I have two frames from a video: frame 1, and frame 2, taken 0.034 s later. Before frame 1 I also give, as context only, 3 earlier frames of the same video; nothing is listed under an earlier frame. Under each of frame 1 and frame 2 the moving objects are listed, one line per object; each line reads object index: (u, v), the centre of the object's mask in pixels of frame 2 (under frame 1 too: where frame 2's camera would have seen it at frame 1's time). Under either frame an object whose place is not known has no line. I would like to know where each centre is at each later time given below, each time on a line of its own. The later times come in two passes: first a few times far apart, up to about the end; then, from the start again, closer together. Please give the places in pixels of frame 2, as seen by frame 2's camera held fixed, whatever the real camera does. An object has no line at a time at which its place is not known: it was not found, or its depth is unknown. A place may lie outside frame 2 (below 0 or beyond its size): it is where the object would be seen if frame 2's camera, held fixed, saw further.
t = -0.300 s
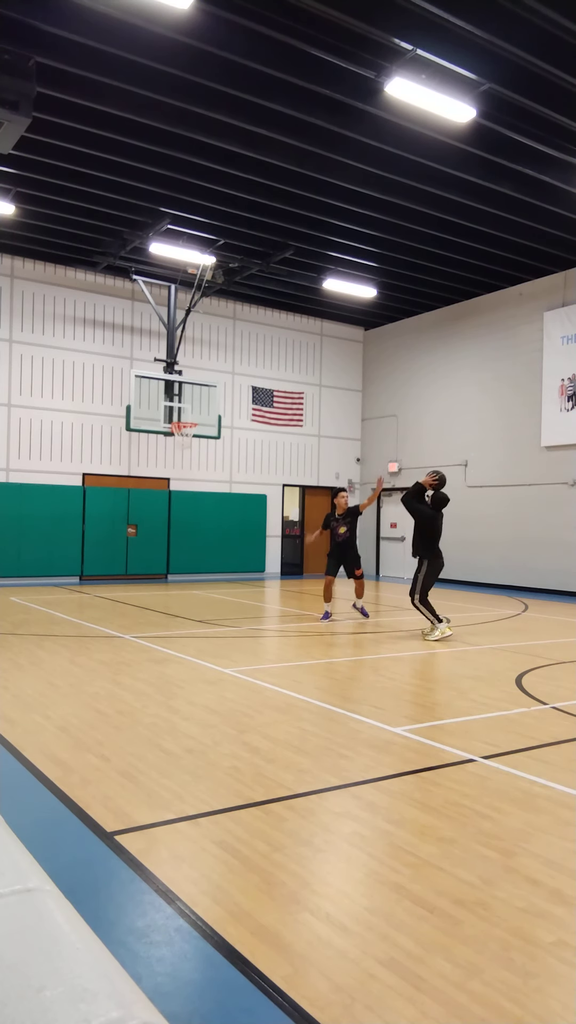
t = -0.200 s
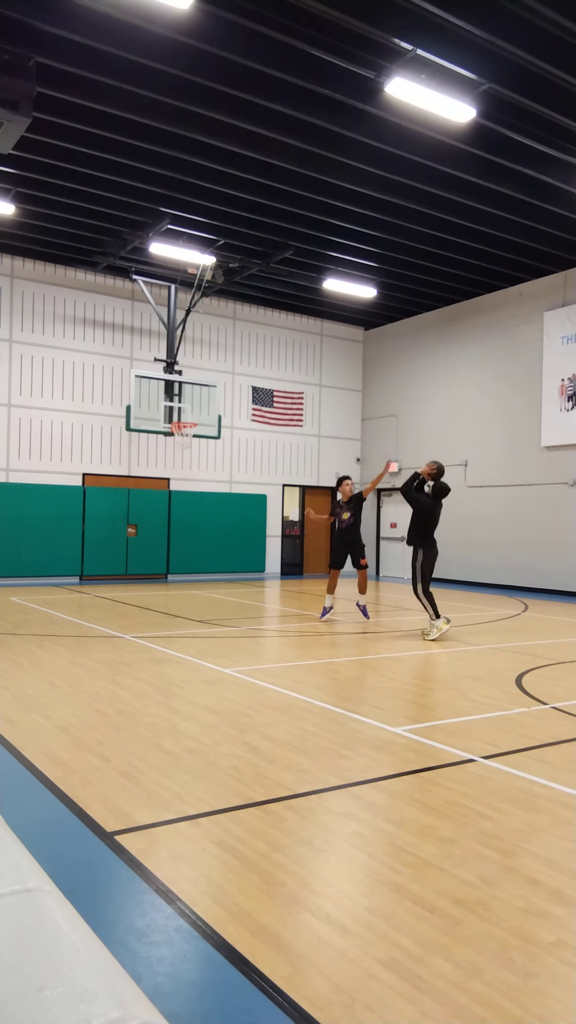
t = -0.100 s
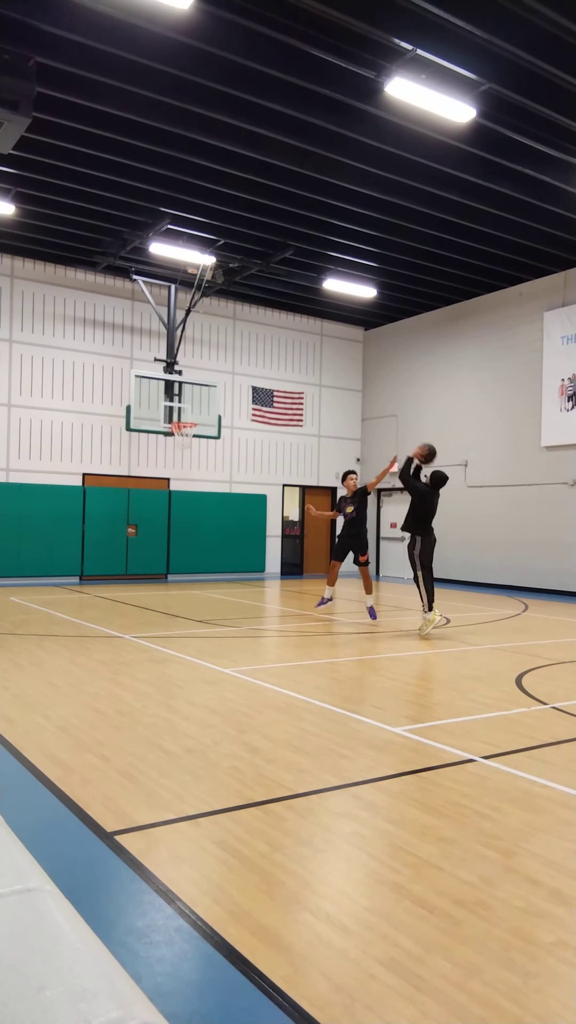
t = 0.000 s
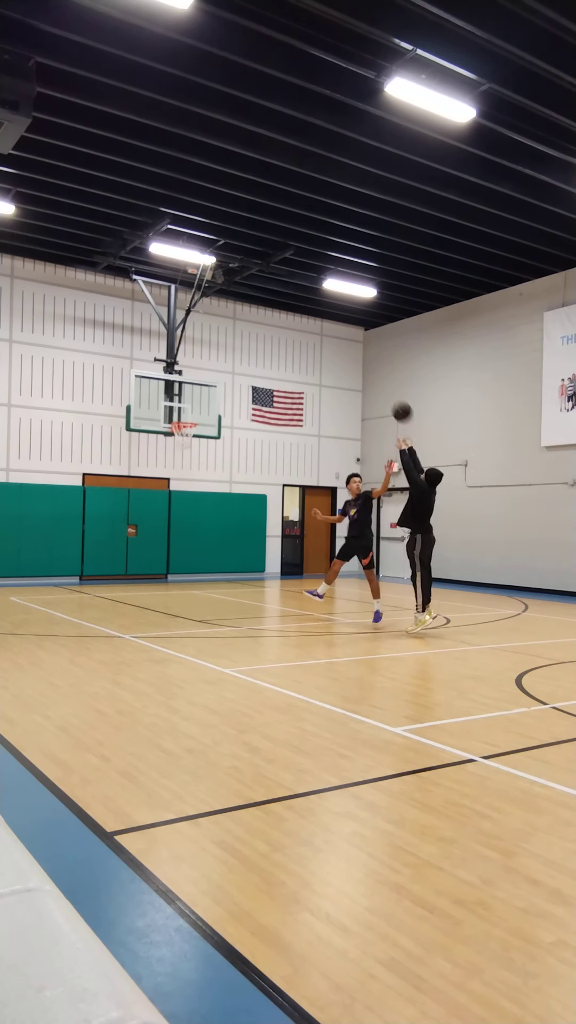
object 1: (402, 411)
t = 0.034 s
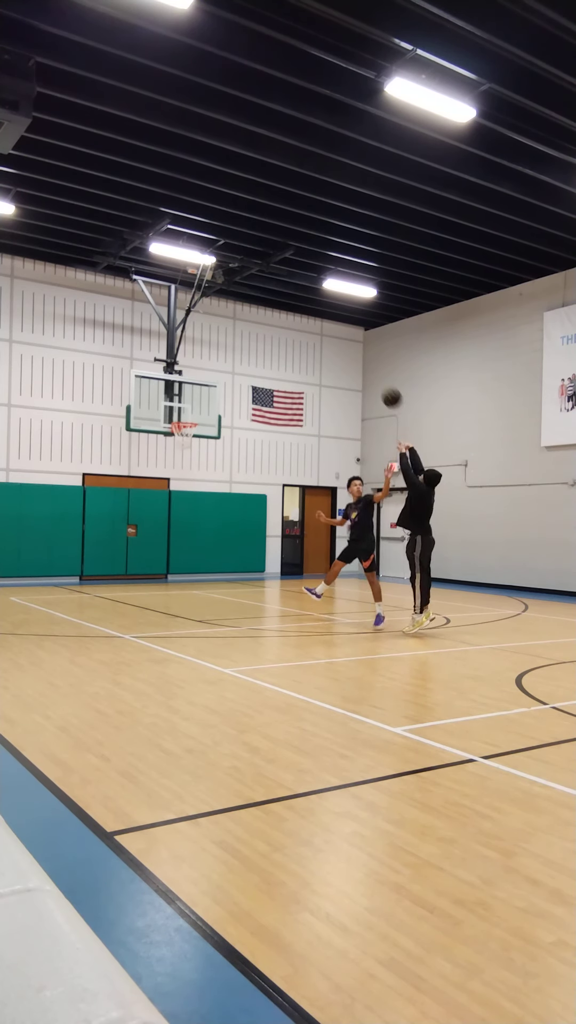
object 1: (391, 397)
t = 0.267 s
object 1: (329, 333)
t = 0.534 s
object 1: (270, 317)
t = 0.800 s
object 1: (224, 345)
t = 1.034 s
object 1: (191, 395)
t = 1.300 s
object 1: (195, 434)
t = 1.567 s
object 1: (192, 438)
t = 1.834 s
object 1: (178, 448)
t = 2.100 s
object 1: (174, 475)
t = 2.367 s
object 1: (169, 539)
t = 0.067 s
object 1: (382, 385)
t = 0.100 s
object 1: (372, 374)
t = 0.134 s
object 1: (363, 364)
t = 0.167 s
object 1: (353, 354)
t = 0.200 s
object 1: (345, 346)
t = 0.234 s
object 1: (337, 339)
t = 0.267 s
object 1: (329, 333)
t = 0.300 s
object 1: (321, 328)
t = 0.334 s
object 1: (313, 324)
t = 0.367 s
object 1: (305, 321)
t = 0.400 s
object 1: (298, 319)
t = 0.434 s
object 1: (291, 317)
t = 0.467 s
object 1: (284, 317)
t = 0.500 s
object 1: (277, 317)
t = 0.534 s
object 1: (270, 317)
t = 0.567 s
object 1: (264, 318)
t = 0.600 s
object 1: (258, 321)
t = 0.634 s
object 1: (252, 323)
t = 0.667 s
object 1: (246, 326)
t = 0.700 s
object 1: (240, 330)
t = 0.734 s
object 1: (235, 334)
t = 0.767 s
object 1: (229, 339)
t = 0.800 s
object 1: (224, 345)
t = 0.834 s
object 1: (219, 350)
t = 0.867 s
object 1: (214, 357)
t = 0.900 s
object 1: (209, 364)
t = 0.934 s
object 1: (205, 371)
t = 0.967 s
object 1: (200, 378)
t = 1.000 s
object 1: (195, 387)
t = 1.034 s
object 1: (191, 395)
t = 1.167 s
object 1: (180, 429)
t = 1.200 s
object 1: (184, 432)
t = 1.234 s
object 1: (188, 434)
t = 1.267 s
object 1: (193, 434)
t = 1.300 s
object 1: (195, 434)
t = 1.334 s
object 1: (197, 433)
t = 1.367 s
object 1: (197, 433)
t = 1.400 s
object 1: (197, 433)
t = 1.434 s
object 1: (197, 433)
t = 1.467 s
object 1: (196, 434)
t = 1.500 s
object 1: (195, 435)
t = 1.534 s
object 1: (194, 436)
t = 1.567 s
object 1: (192, 438)
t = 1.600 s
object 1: (190, 439)
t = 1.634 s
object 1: (188, 440)
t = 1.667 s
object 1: (185, 441)
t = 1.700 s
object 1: (183, 443)
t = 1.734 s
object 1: (181, 444)
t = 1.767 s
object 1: (180, 445)
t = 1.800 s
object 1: (179, 446)
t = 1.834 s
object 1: (178, 448)
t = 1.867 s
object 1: (178, 449)
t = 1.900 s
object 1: (178, 451)
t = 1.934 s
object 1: (177, 453)
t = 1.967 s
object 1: (177, 456)
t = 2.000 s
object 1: (176, 460)
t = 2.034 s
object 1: (176, 465)
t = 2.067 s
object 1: (175, 469)
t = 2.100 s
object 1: (174, 475)
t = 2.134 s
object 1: (174, 481)
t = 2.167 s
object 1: (173, 488)
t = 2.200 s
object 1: (172, 495)
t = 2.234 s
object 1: (171, 503)
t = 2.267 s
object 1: (171, 511)
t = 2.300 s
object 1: (170, 520)
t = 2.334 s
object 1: (169, 529)
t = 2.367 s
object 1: (169, 539)
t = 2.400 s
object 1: (168, 549)
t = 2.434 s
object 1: (167, 560)
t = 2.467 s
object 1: (166, 572)
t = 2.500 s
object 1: (165, 582)
